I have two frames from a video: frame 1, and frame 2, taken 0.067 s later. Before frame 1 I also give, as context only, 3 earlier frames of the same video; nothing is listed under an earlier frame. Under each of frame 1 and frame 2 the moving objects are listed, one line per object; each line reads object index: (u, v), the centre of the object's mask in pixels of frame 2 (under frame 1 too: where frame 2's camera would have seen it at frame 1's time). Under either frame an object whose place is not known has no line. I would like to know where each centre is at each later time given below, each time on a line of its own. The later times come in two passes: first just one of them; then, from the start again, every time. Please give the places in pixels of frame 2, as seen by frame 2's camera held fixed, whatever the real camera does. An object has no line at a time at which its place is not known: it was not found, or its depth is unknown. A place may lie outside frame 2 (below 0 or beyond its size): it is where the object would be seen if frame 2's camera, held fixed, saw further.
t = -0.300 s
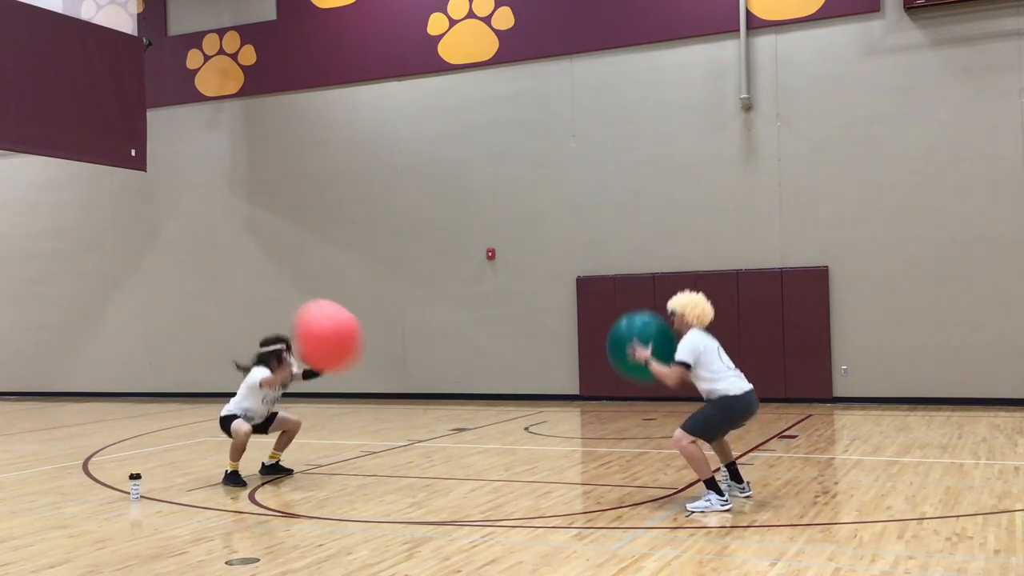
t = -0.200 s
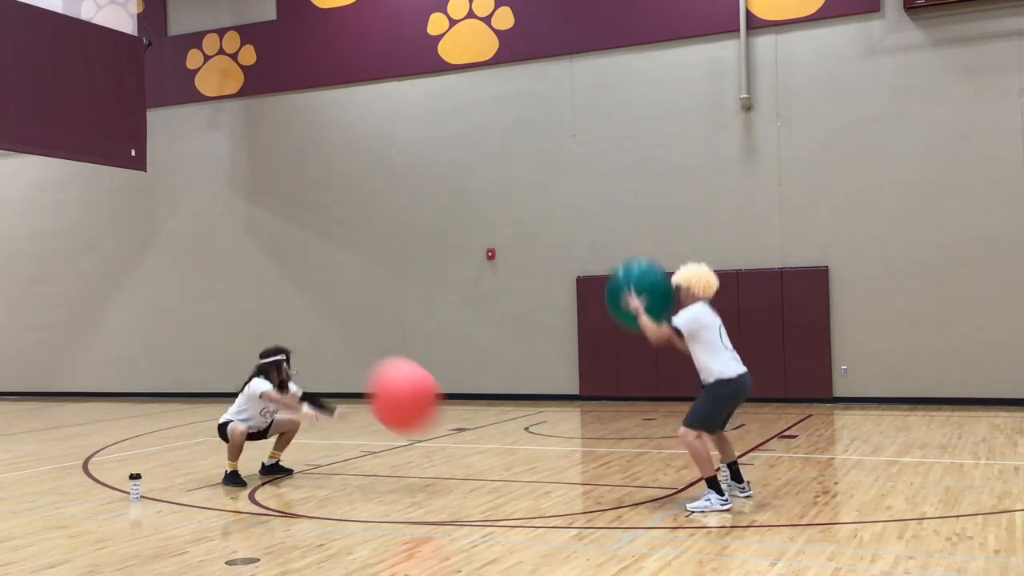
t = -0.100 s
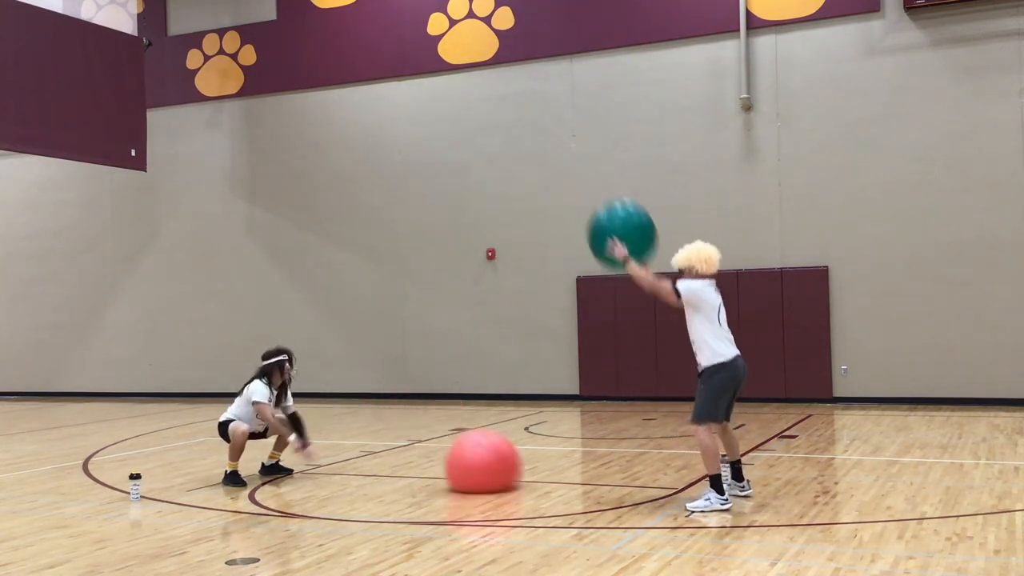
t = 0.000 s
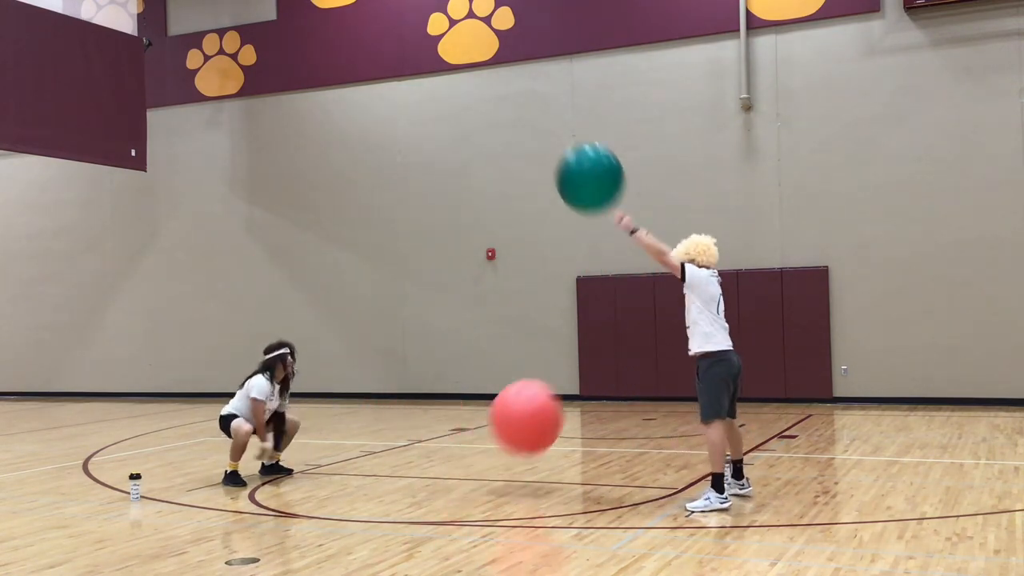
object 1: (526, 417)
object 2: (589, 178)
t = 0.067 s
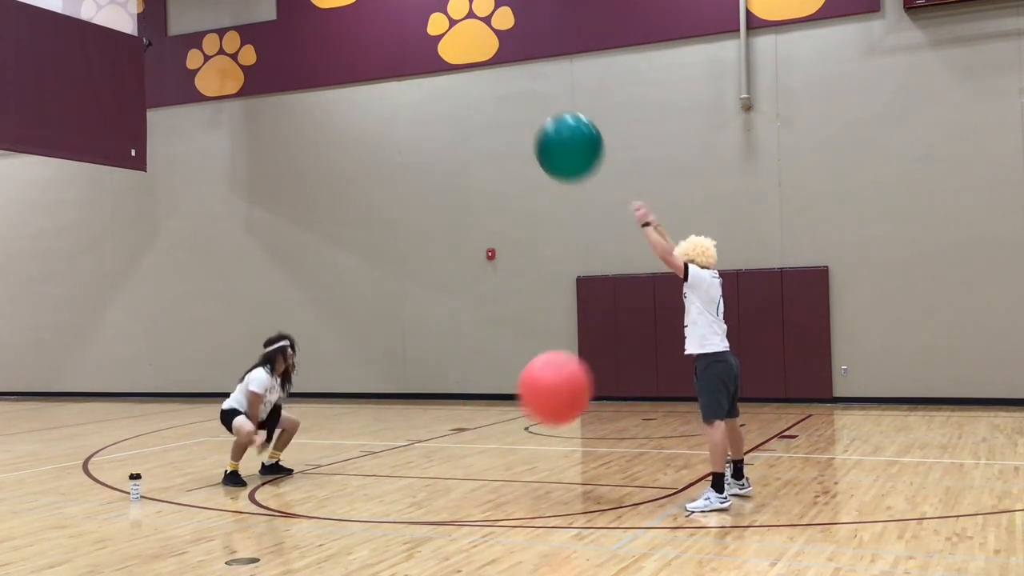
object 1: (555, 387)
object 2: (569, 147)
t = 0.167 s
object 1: (597, 352)
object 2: (539, 111)
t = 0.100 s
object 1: (570, 374)
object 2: (558, 134)
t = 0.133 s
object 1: (584, 363)
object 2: (548, 121)
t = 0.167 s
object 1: (597, 352)
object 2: (539, 111)
